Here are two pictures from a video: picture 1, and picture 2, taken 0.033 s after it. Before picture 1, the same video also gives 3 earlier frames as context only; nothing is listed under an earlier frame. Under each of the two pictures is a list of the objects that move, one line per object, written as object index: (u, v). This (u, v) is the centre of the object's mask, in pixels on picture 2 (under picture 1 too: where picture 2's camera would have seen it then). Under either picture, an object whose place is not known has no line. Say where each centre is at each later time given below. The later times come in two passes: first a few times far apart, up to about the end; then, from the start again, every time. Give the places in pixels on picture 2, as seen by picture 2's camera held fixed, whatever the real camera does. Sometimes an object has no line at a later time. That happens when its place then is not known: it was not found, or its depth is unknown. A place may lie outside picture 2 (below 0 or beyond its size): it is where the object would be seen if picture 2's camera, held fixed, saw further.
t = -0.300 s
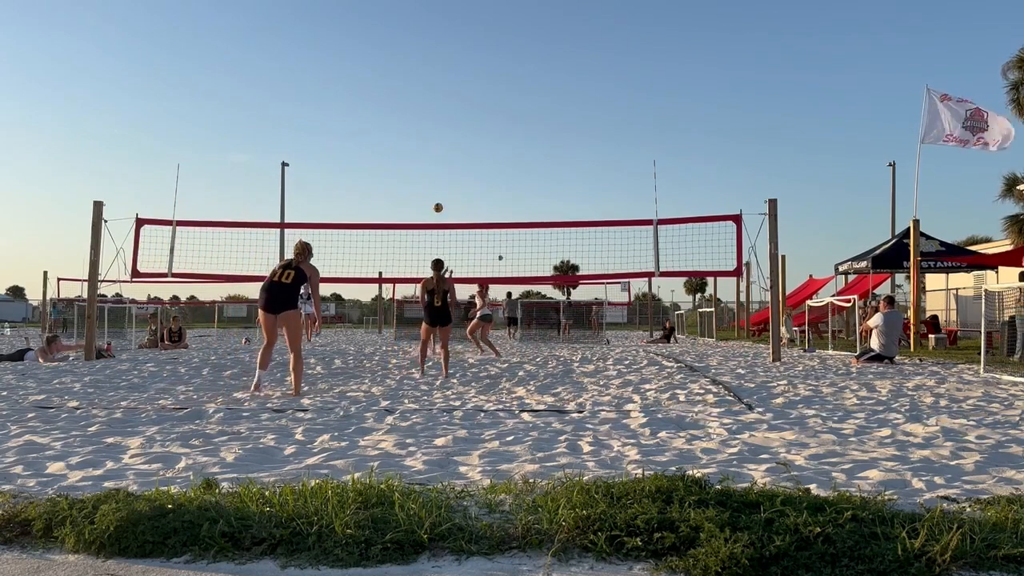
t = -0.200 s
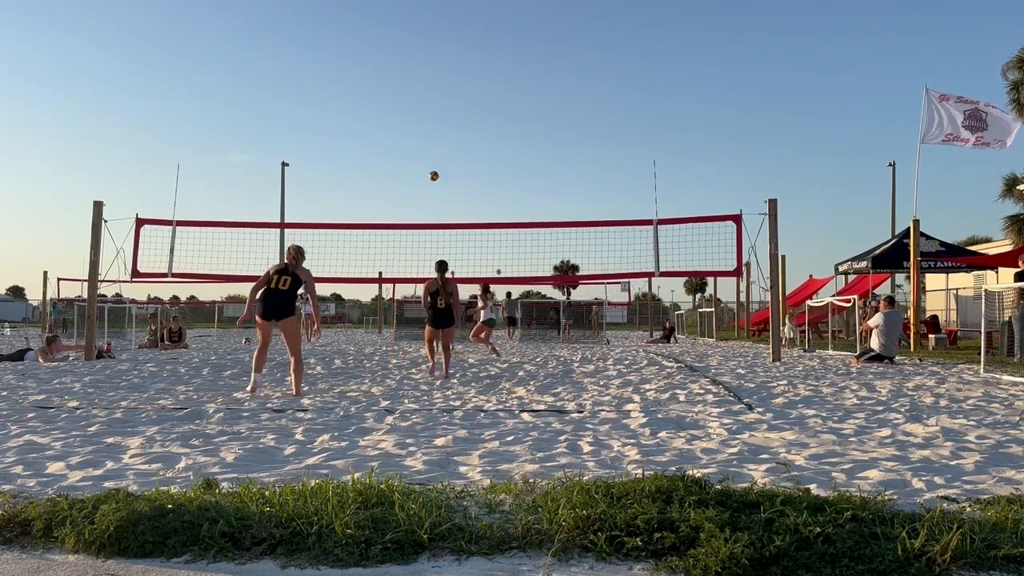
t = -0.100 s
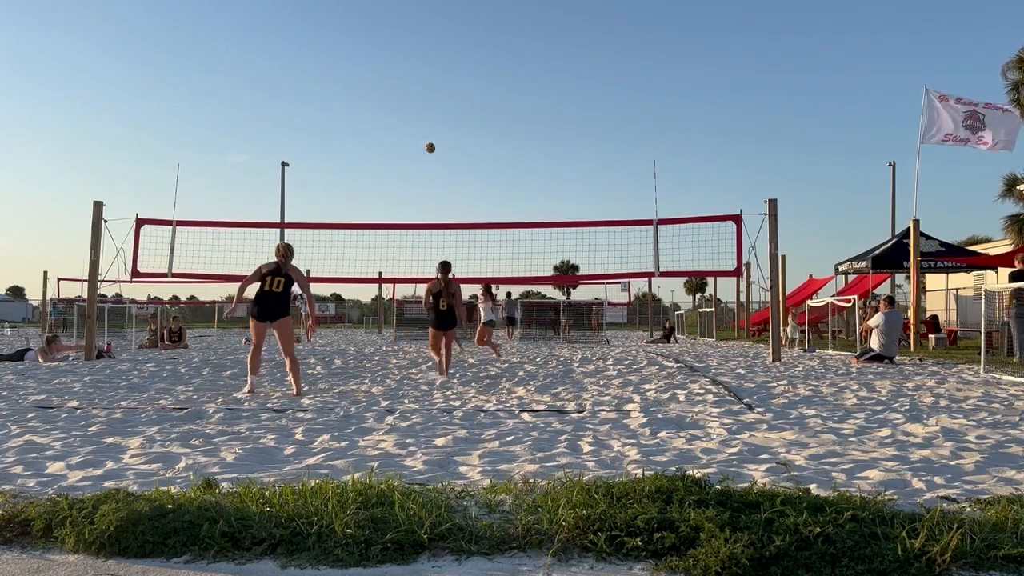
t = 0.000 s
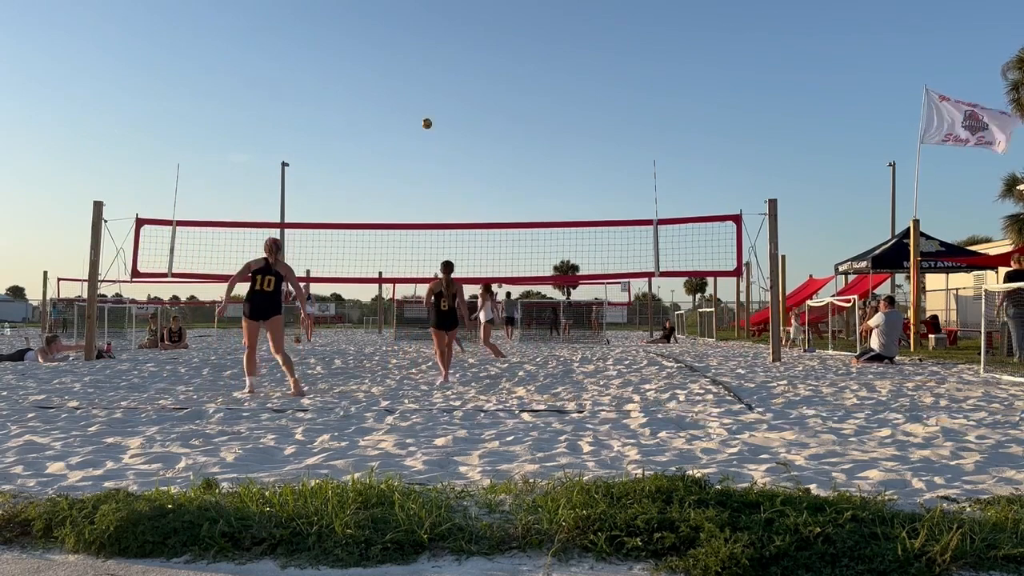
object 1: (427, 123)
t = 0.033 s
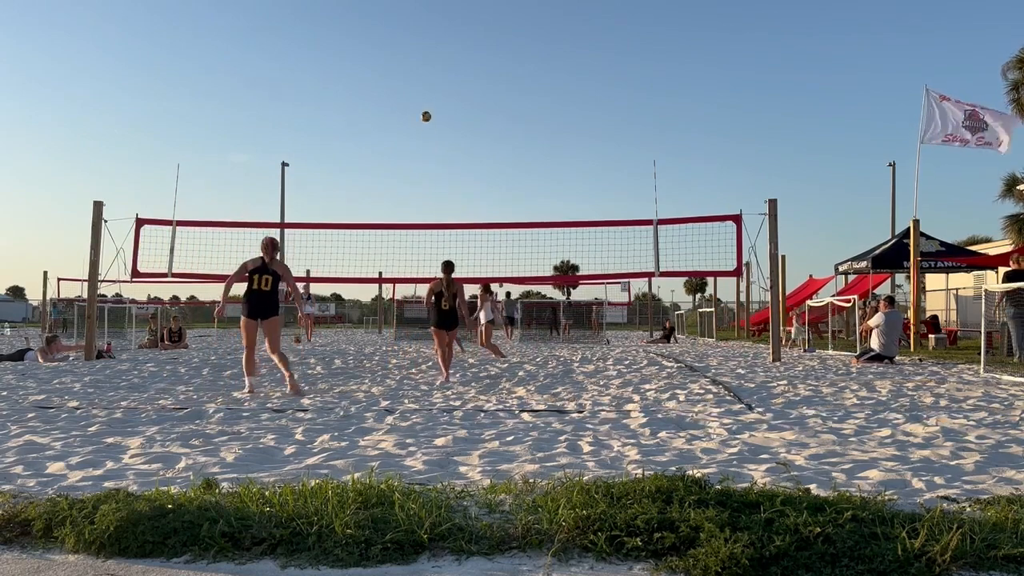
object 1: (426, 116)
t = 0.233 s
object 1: (420, 83)
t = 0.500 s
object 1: (415, 70)
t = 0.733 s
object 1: (412, 88)
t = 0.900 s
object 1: (411, 121)
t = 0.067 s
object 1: (425, 109)
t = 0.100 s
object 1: (424, 103)
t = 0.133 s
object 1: (423, 97)
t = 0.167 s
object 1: (422, 92)
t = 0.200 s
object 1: (421, 88)
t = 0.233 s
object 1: (420, 83)
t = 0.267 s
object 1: (419, 80)
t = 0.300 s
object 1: (418, 77)
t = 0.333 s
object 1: (418, 74)
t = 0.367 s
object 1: (417, 72)
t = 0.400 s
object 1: (416, 71)
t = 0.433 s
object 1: (416, 70)
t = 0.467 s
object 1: (415, 70)
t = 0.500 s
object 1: (415, 70)
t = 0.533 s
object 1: (414, 71)
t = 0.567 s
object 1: (414, 72)
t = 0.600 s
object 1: (413, 74)
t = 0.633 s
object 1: (413, 77)
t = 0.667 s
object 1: (413, 80)
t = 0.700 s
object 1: (412, 84)
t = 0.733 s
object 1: (412, 88)
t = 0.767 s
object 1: (412, 93)
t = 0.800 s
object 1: (411, 99)
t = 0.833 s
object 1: (411, 106)
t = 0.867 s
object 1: (411, 113)
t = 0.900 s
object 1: (411, 121)
